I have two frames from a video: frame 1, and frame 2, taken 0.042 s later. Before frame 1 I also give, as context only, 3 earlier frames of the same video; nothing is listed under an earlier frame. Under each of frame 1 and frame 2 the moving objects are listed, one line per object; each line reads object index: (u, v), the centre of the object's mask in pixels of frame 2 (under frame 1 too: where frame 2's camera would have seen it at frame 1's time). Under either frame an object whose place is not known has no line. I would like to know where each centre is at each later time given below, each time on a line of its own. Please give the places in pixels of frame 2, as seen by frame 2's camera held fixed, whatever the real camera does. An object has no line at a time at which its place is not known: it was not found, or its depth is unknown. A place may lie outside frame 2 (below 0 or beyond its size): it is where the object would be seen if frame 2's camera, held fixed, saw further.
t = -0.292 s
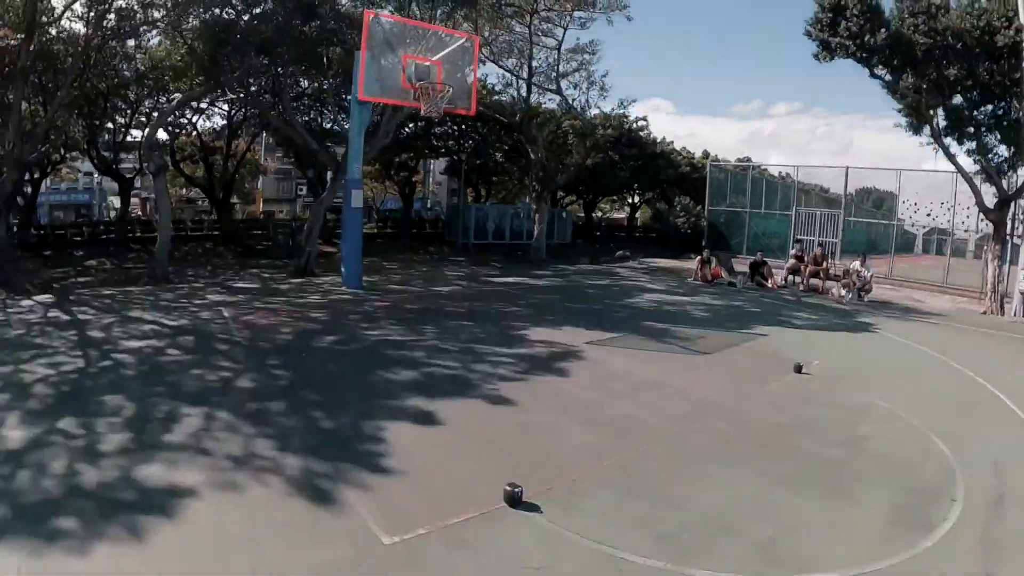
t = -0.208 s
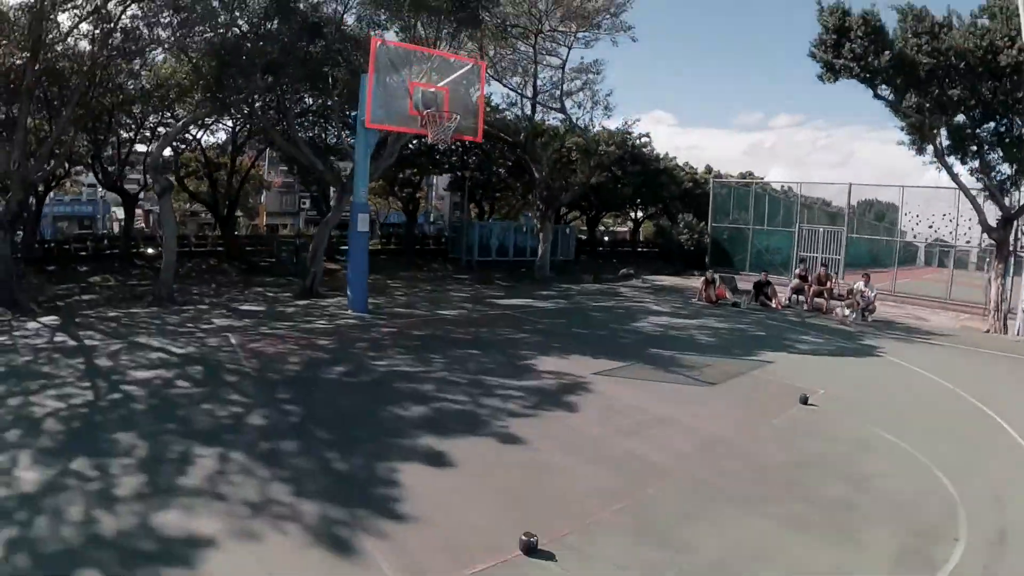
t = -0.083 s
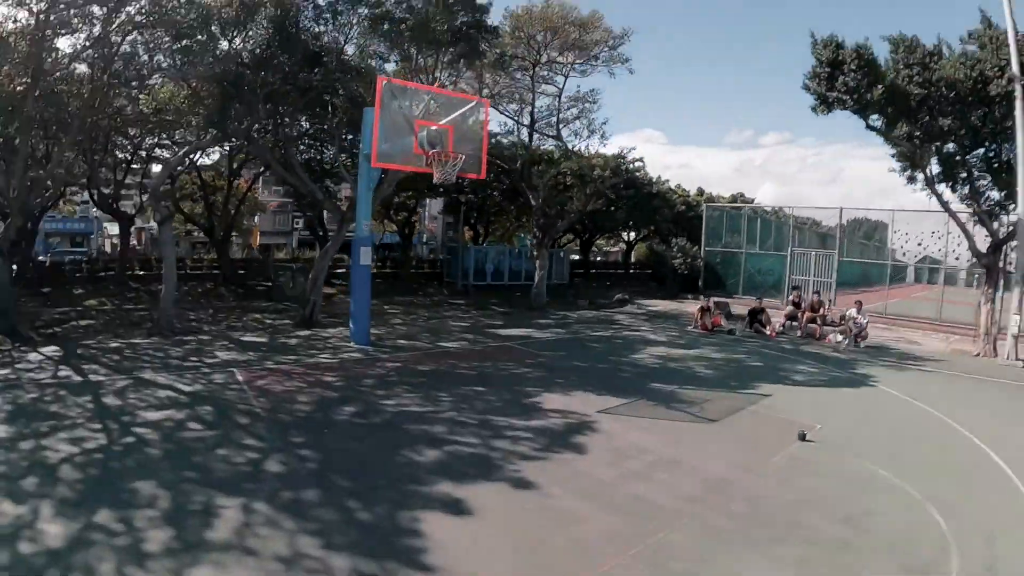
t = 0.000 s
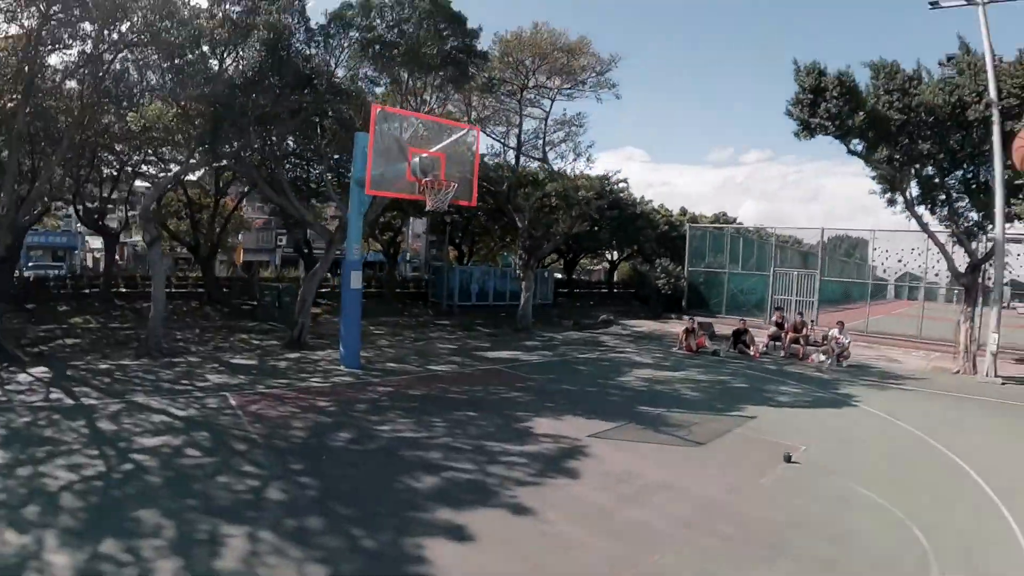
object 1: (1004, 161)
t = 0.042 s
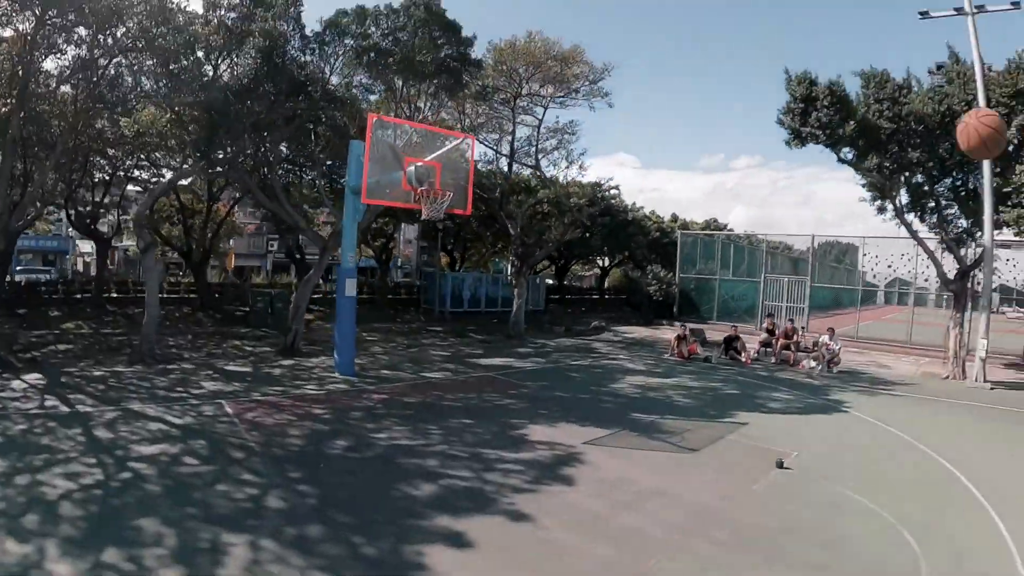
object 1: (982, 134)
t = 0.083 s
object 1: (924, 103)
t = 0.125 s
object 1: (889, 87)
